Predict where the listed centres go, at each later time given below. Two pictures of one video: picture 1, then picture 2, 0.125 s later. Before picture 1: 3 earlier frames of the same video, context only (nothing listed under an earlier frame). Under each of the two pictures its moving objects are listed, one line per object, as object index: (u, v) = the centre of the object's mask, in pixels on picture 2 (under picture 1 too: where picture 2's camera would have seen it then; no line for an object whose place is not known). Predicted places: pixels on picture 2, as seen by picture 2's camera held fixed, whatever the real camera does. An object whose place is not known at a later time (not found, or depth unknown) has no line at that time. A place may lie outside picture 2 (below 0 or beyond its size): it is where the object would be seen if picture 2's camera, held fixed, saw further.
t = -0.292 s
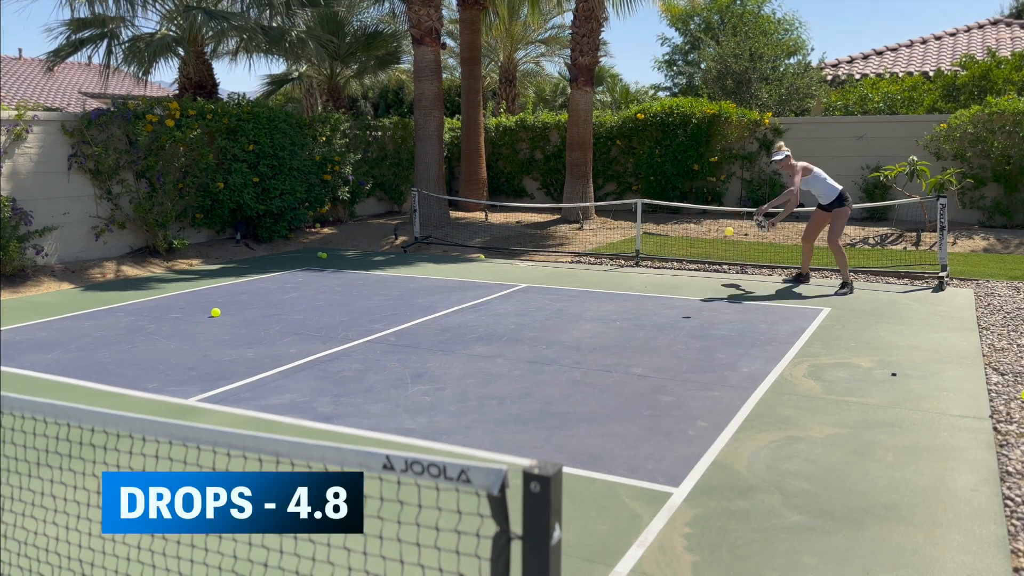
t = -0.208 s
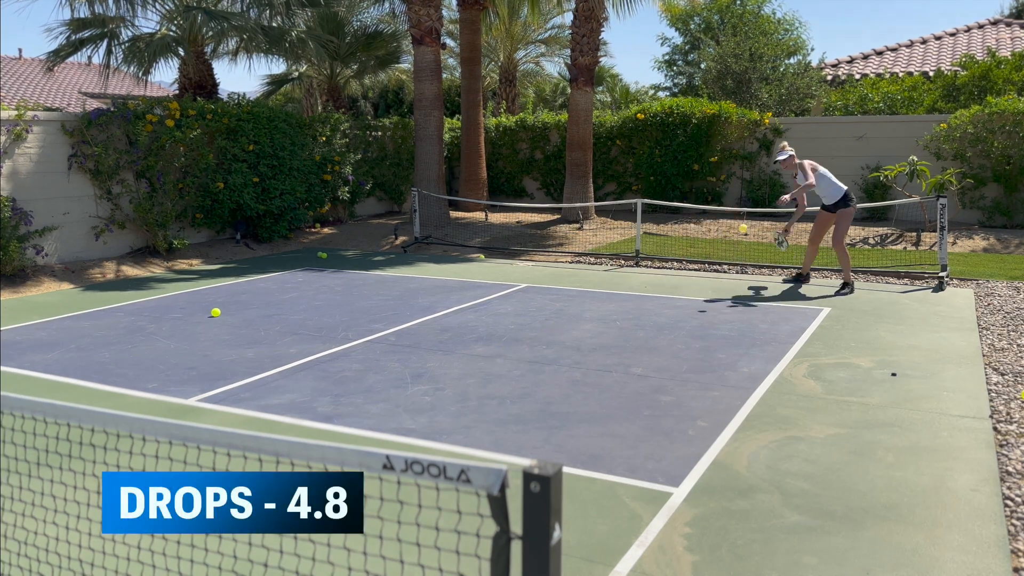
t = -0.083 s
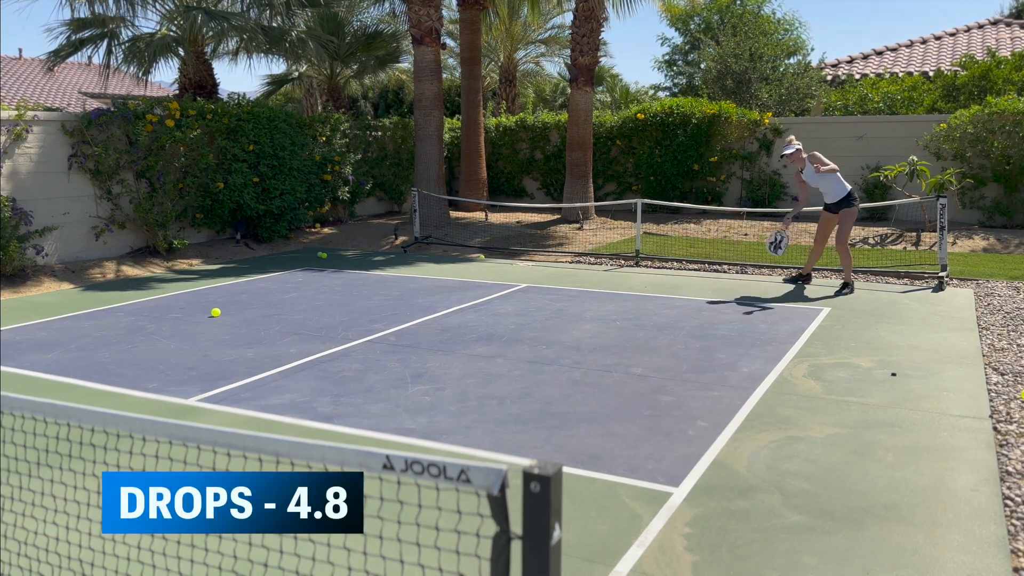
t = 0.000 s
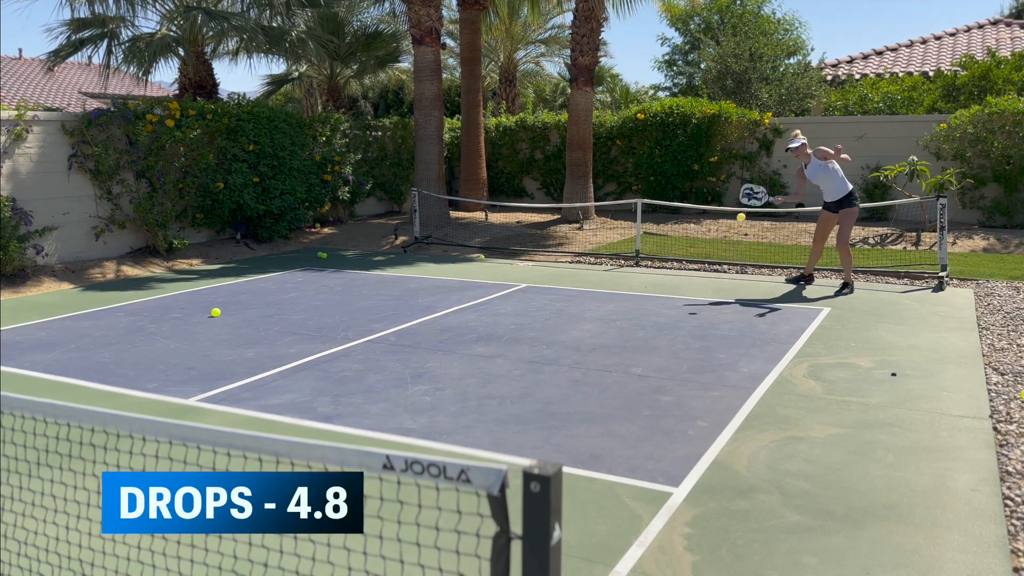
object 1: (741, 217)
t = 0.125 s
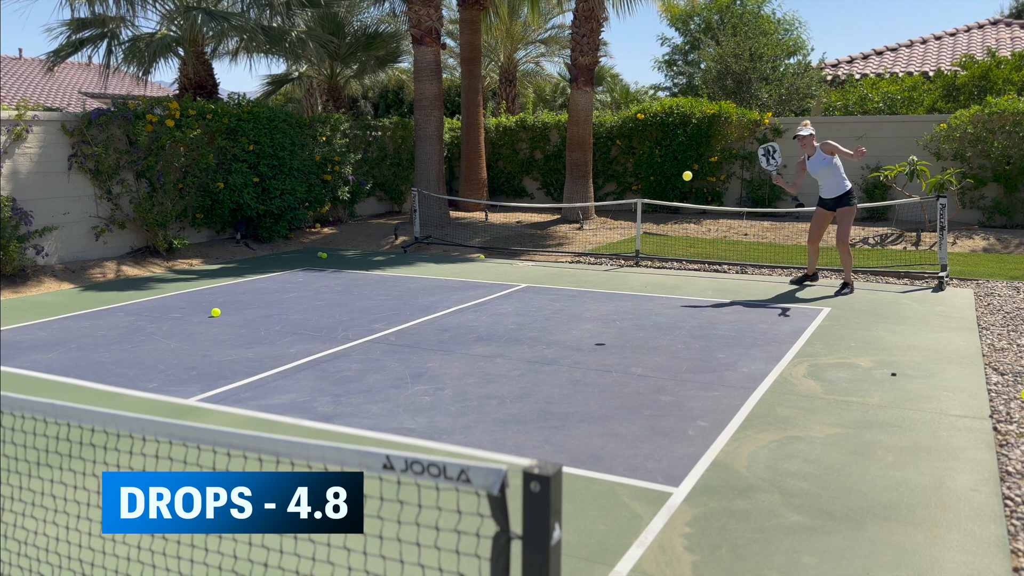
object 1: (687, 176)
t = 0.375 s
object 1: (537, 132)
